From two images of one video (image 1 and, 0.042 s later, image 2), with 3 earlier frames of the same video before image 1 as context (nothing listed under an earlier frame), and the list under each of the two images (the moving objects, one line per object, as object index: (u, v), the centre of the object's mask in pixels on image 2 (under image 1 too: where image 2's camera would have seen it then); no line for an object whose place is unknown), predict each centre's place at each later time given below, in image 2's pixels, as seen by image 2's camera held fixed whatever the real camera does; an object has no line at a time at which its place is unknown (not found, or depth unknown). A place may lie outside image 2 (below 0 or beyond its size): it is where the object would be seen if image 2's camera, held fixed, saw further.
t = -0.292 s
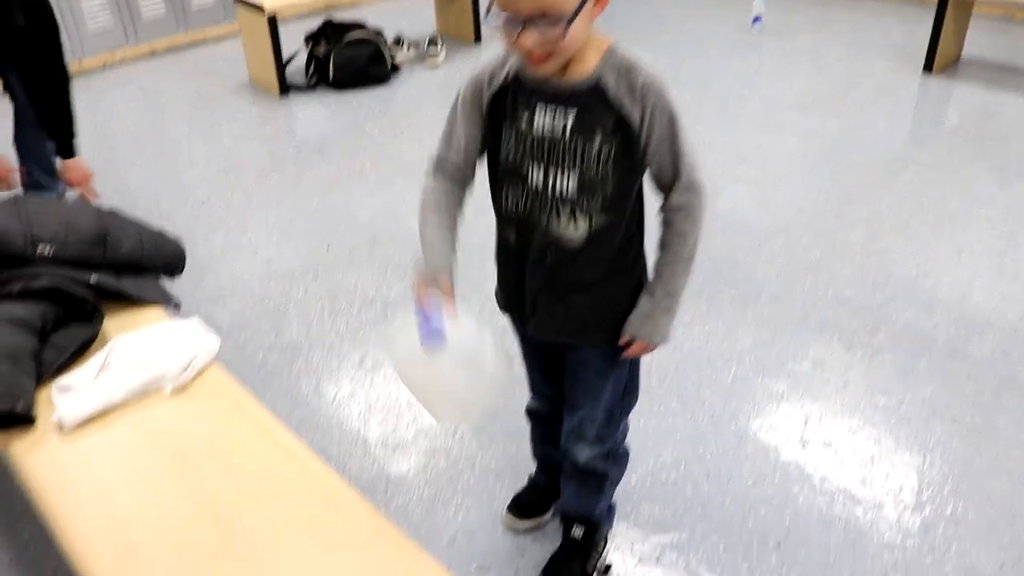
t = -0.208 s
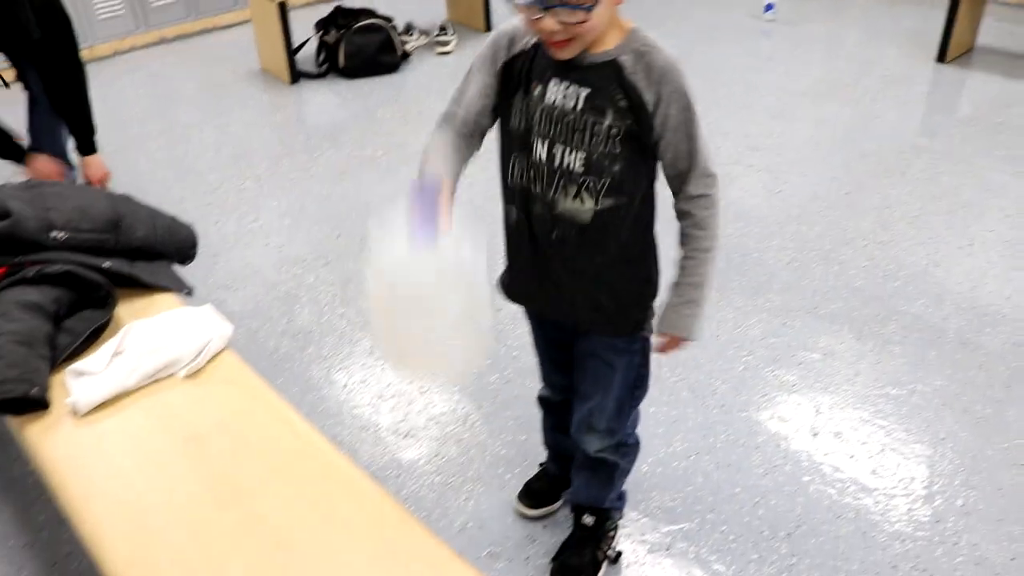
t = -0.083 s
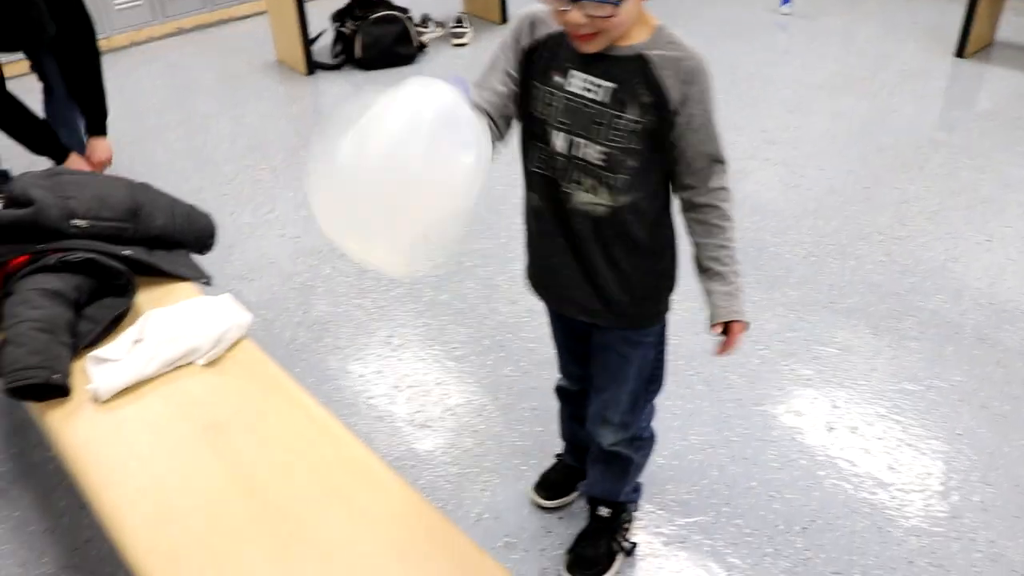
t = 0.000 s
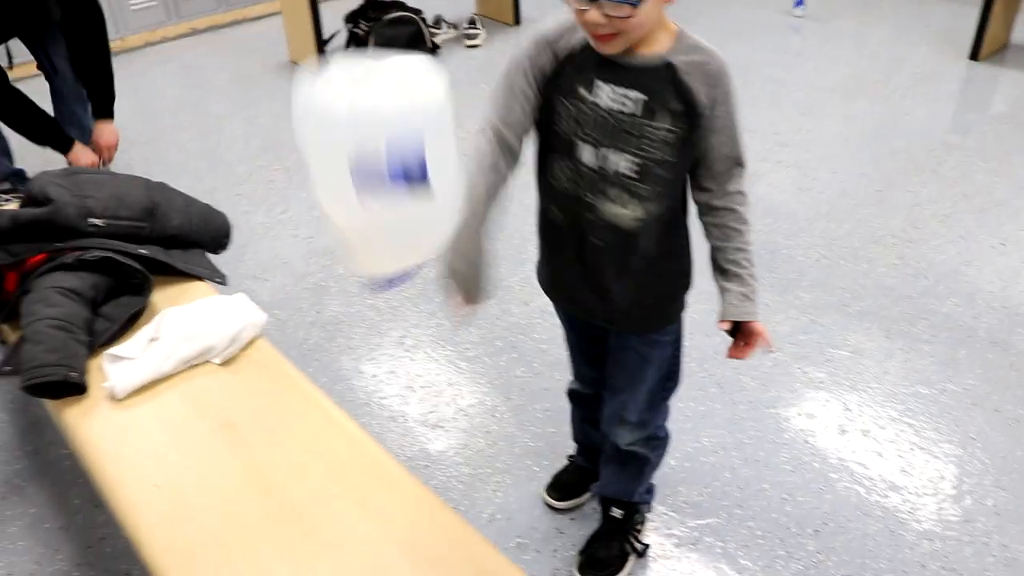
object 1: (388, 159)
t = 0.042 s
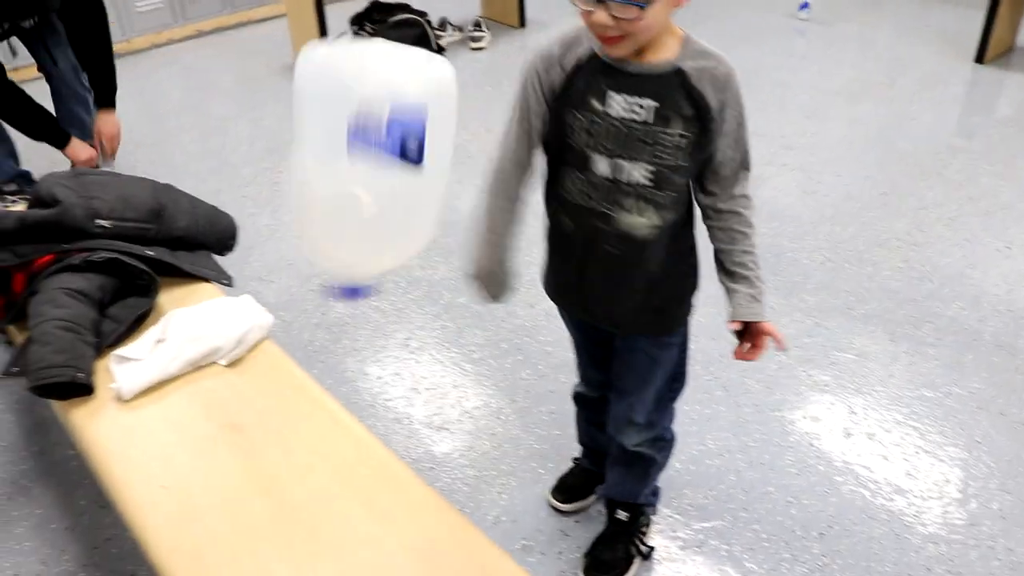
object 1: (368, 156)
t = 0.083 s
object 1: (352, 157)
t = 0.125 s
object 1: (343, 173)
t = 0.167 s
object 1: (336, 202)
